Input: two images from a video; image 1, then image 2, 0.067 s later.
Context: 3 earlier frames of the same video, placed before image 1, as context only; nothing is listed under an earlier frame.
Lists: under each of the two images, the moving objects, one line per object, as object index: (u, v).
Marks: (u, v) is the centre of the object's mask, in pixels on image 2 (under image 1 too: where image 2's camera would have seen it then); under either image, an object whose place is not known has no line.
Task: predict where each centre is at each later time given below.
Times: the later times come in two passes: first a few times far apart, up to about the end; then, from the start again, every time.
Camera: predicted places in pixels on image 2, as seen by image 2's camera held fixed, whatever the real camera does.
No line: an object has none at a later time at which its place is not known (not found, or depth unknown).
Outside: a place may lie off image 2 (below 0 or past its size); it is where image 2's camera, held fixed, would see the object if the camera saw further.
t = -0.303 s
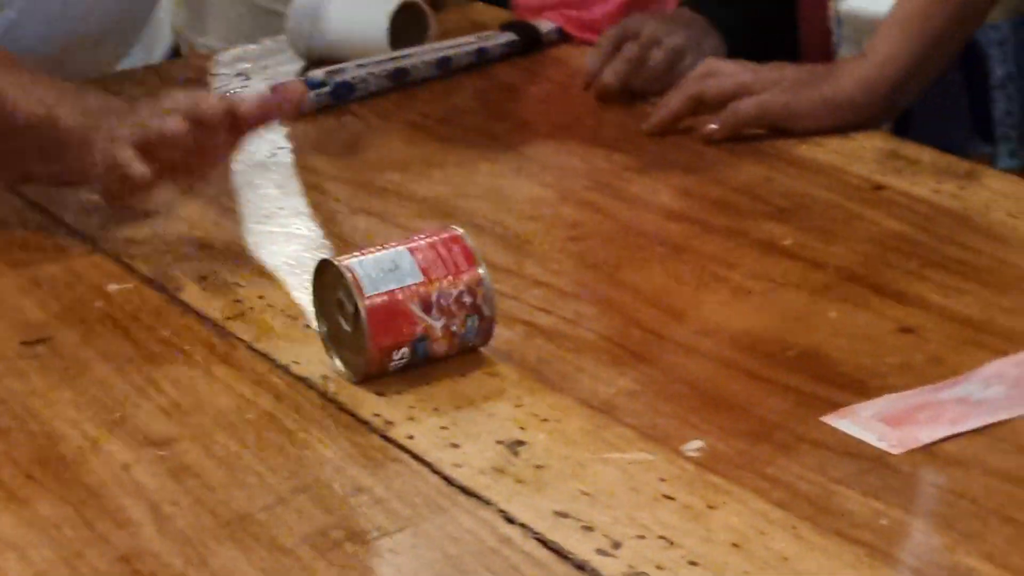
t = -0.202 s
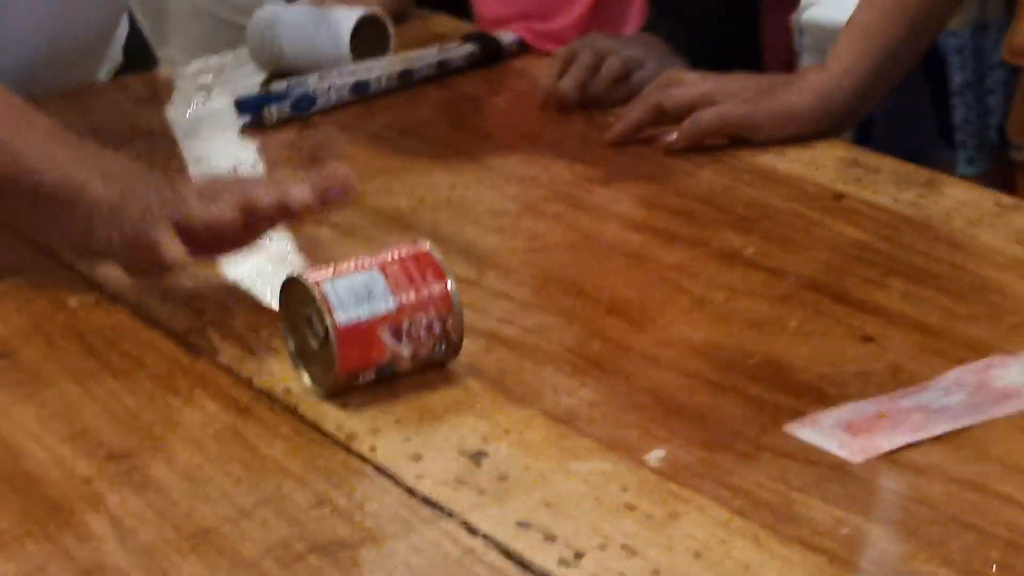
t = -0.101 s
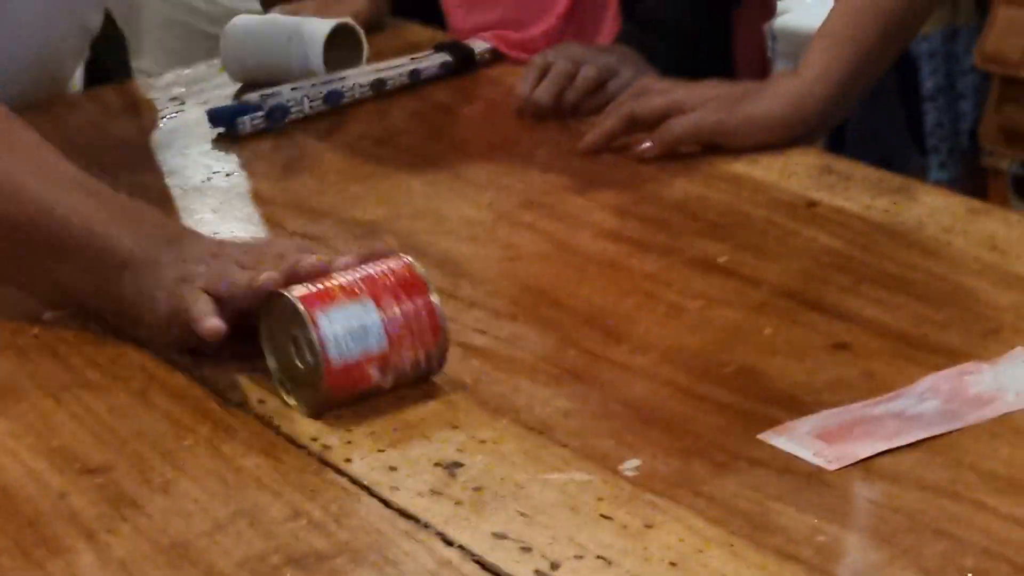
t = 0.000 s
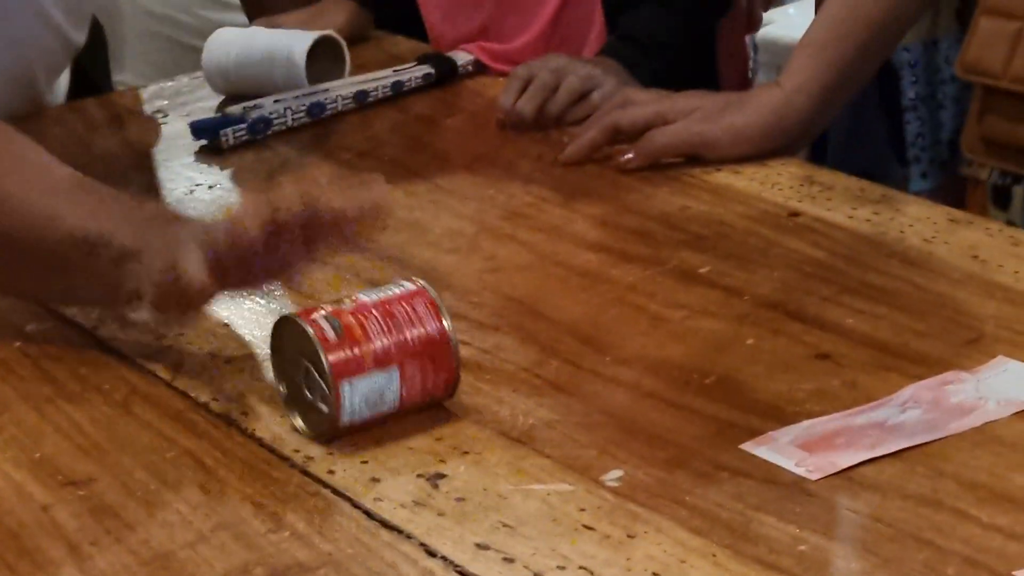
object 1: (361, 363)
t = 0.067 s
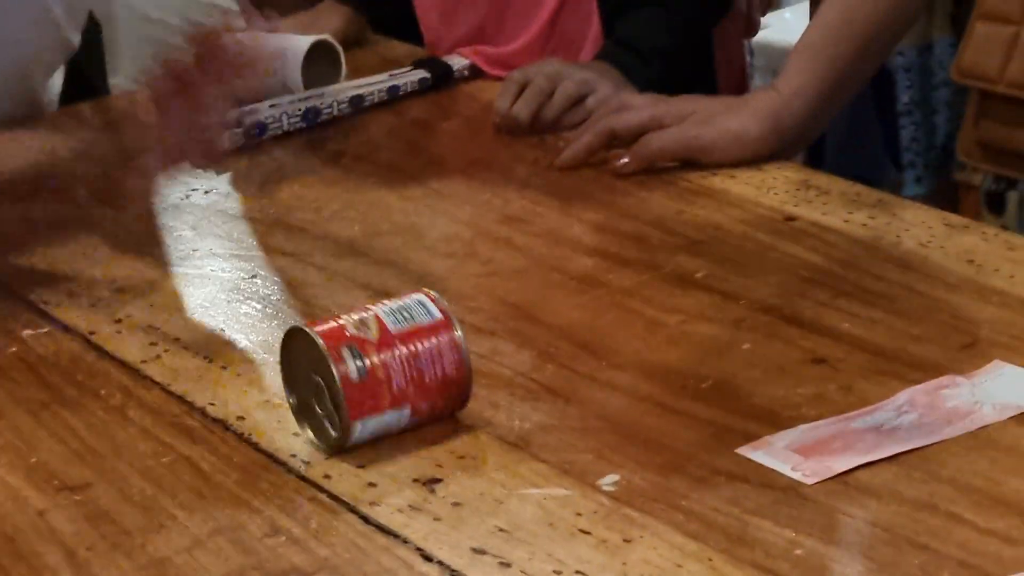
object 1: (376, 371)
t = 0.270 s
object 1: (413, 387)
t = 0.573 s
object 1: (457, 406)
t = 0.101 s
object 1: (382, 373)
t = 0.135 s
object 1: (389, 376)
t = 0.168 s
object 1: (395, 379)
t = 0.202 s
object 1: (401, 382)
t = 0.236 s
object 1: (407, 385)
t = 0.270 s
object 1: (413, 387)
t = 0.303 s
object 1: (418, 390)
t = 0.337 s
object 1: (424, 392)
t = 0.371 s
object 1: (429, 395)
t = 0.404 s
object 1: (434, 396)
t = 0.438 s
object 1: (439, 399)
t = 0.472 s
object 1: (443, 401)
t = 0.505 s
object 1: (448, 403)
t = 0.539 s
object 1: (452, 404)
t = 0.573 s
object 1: (457, 406)
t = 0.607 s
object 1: (461, 408)
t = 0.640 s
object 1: (464, 410)
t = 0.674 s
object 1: (467, 411)
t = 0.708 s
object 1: (471, 412)
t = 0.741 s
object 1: (474, 414)
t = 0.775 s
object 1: (477, 416)
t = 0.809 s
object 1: (480, 417)
